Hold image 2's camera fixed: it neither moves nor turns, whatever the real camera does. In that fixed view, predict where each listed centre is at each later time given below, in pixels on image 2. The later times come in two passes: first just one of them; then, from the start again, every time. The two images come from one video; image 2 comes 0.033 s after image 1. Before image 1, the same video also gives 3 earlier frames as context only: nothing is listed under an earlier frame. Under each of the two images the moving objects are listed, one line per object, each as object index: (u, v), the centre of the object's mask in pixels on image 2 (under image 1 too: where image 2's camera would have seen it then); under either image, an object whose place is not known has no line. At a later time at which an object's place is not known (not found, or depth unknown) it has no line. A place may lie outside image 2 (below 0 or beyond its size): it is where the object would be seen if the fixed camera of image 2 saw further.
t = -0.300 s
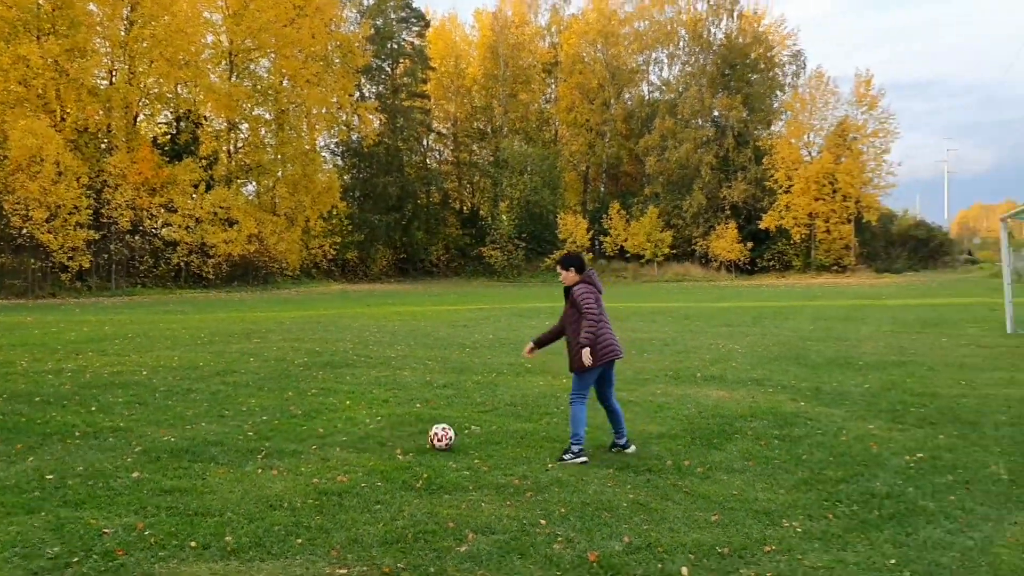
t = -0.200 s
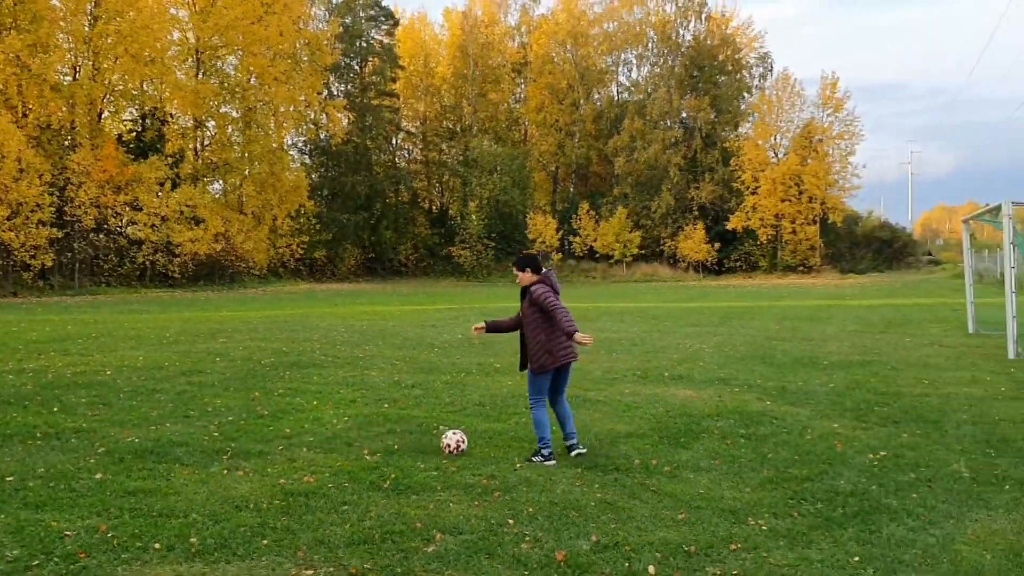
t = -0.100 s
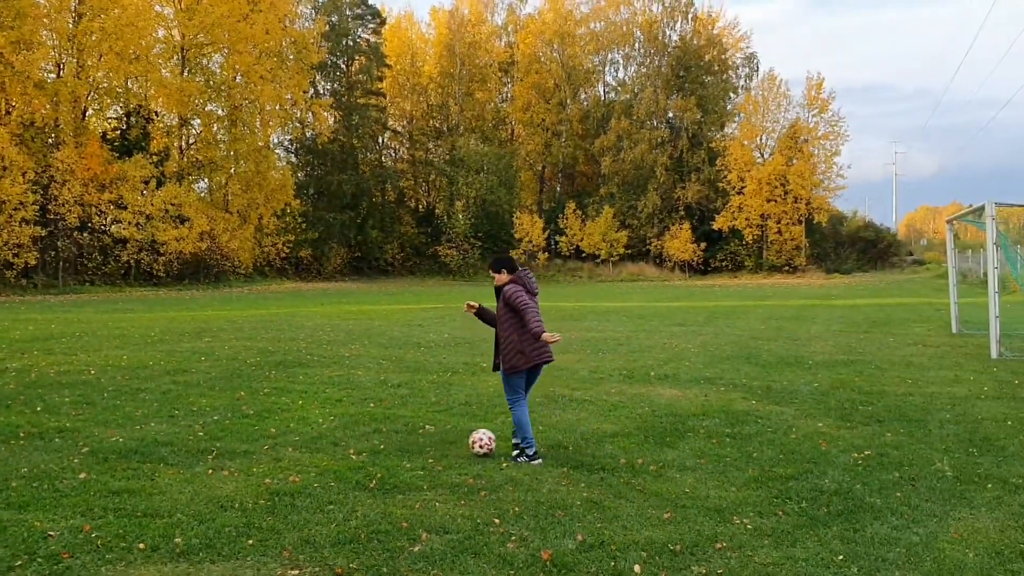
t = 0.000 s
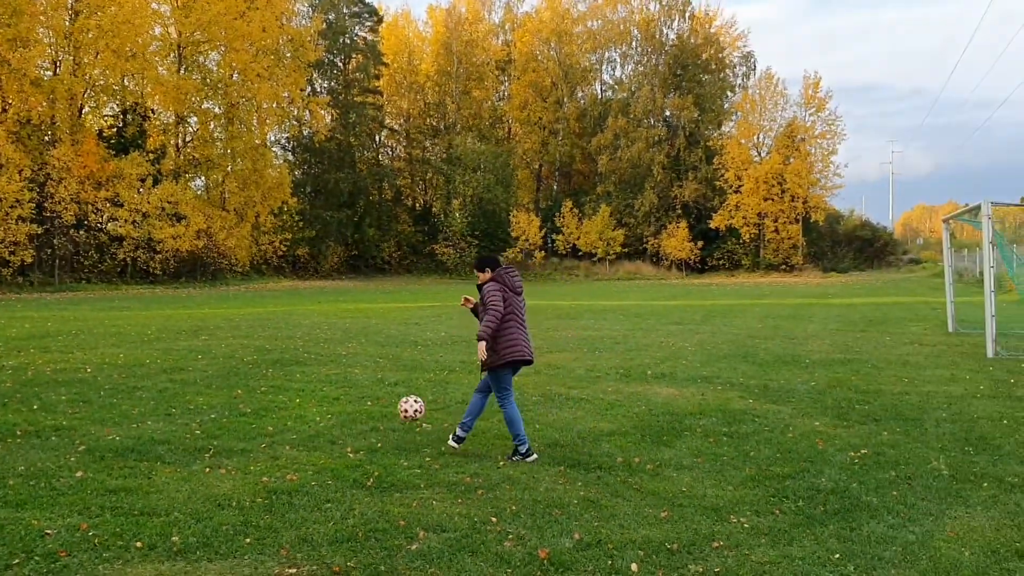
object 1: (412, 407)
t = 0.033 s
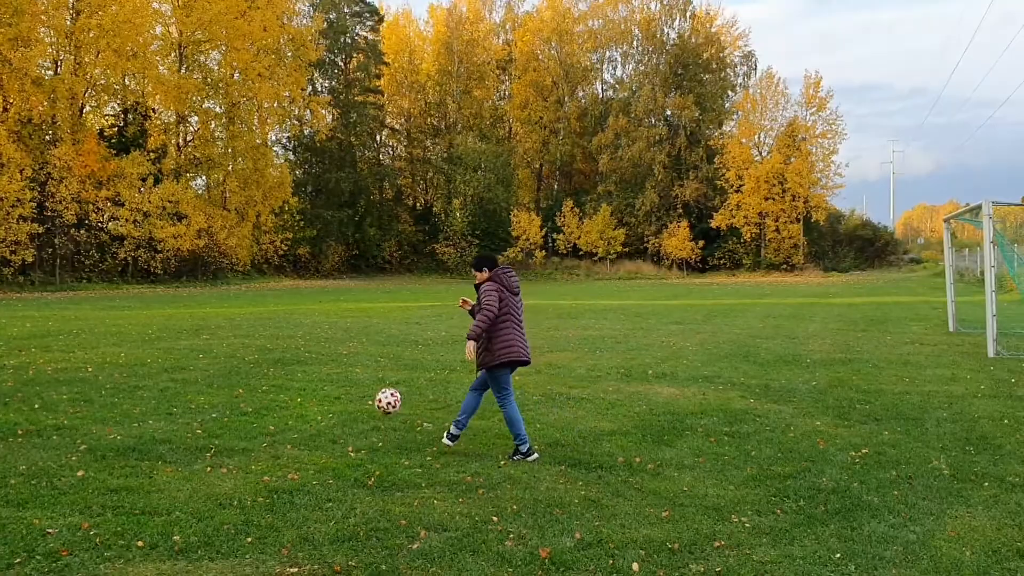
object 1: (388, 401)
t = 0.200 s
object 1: (275, 391)
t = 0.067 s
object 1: (365, 396)
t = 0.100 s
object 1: (342, 392)
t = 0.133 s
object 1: (319, 390)
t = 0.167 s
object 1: (297, 390)
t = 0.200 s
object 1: (275, 391)
